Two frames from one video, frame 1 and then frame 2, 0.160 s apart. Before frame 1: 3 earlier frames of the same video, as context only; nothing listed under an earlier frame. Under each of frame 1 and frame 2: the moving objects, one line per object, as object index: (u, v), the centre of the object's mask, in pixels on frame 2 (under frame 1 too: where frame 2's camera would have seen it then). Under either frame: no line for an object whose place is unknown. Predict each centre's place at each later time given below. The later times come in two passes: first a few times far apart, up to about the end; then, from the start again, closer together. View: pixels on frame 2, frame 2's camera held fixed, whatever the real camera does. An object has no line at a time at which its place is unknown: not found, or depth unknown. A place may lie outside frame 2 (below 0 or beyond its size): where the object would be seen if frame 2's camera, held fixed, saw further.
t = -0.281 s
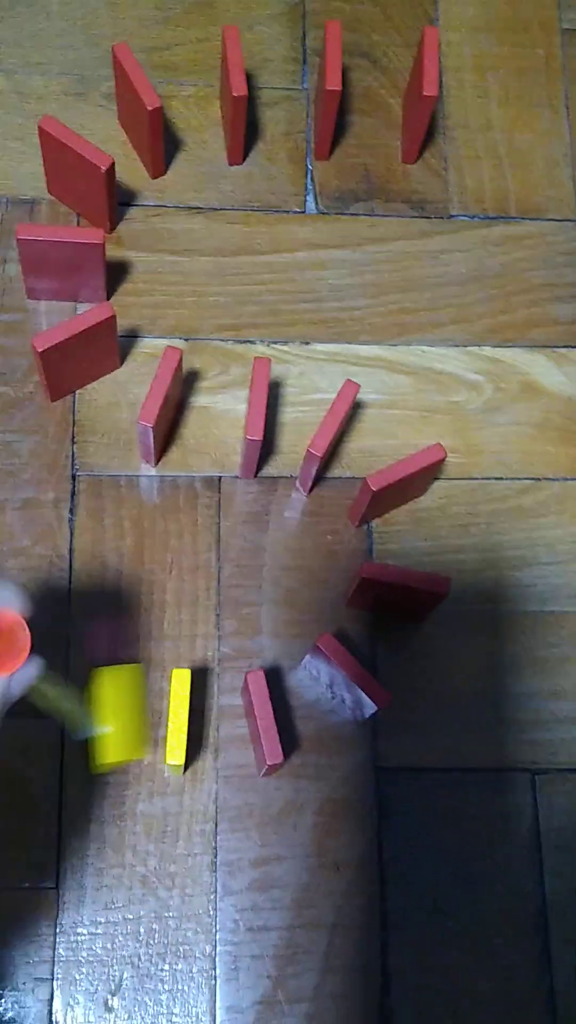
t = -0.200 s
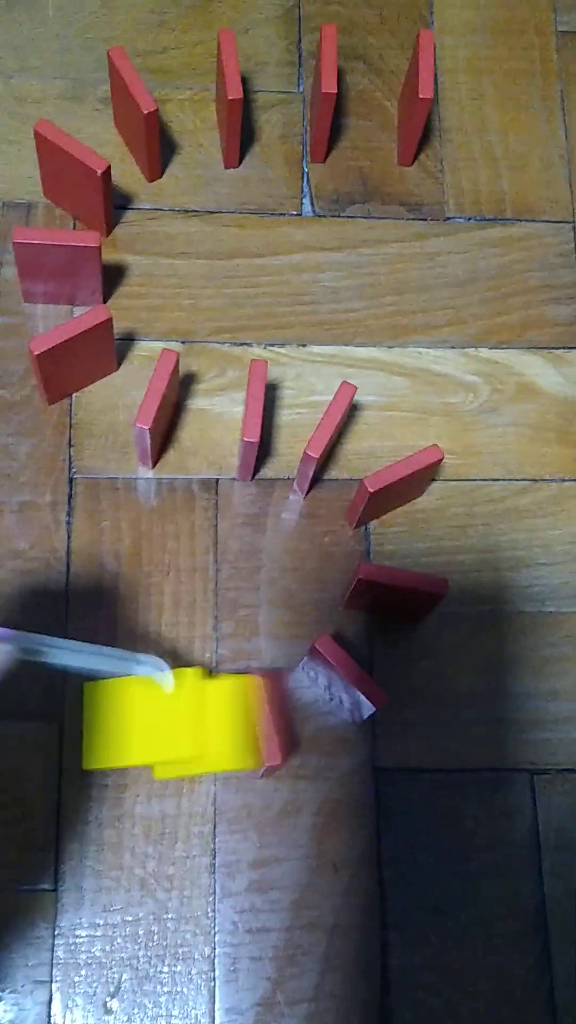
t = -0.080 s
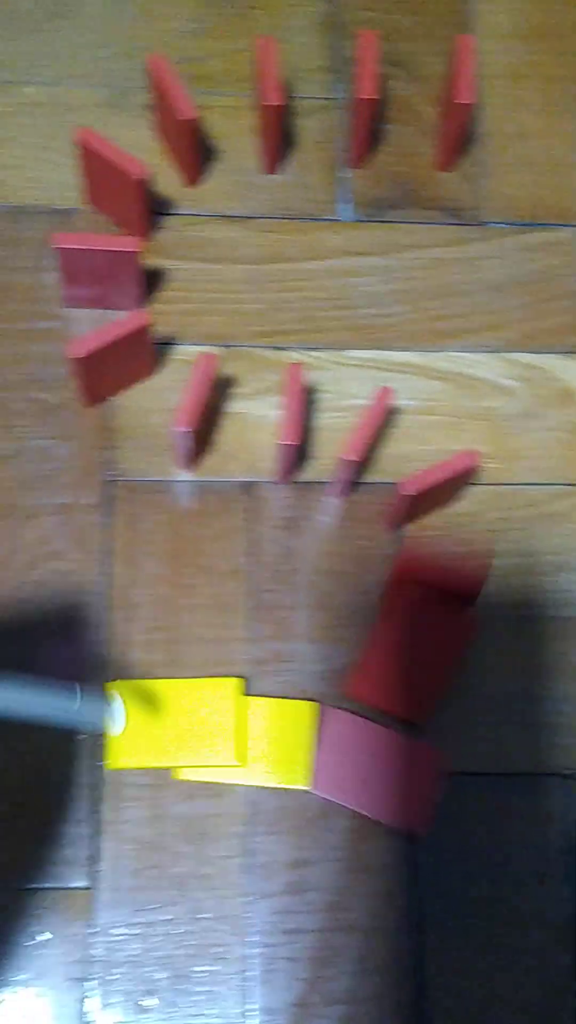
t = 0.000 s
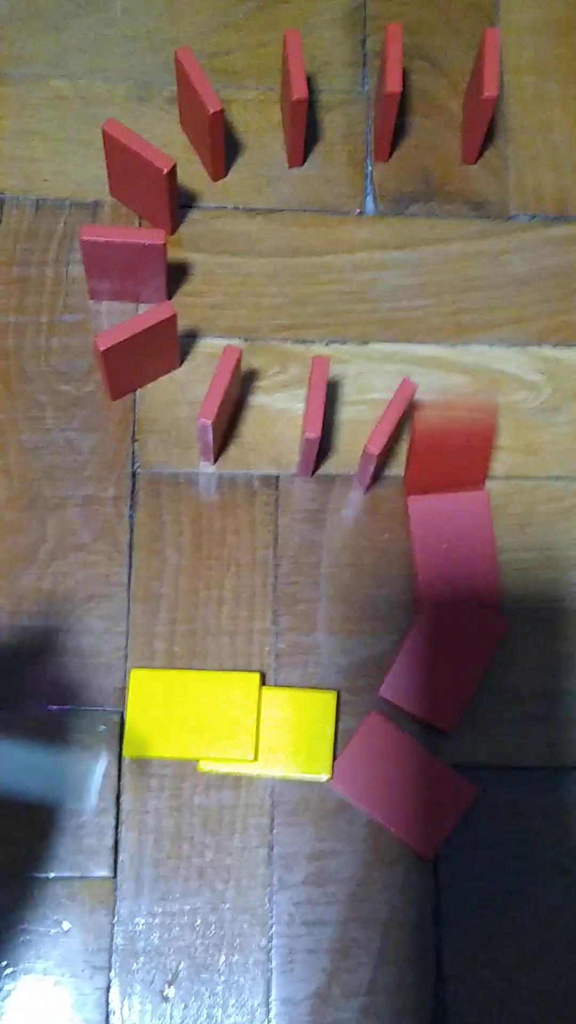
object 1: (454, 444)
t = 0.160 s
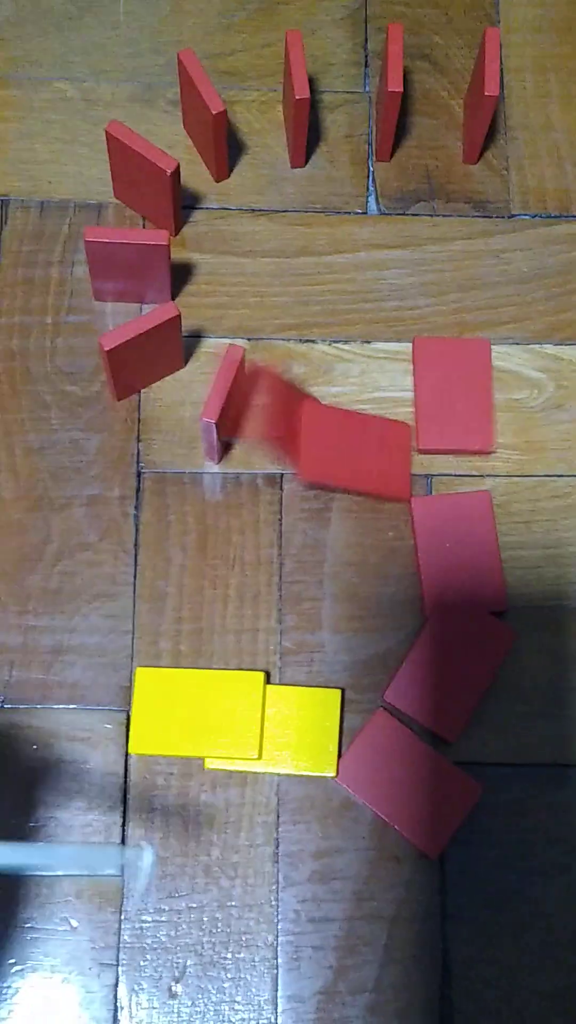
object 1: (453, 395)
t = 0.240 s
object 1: (458, 396)
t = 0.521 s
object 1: (458, 396)
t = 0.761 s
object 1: (458, 395)
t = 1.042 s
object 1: (458, 395)
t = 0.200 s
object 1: (455, 395)
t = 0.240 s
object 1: (458, 396)
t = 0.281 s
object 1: (457, 396)
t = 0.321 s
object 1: (457, 396)
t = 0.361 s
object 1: (457, 396)
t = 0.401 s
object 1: (457, 396)
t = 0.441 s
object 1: (457, 396)
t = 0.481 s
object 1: (458, 396)
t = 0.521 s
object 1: (458, 396)
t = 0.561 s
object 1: (458, 395)
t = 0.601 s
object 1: (458, 396)
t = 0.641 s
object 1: (458, 395)
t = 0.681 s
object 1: (458, 396)
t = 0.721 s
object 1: (458, 396)
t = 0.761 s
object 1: (458, 395)
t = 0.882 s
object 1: (458, 395)
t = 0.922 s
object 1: (457, 395)
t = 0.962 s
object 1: (457, 395)
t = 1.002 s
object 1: (458, 395)
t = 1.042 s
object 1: (458, 395)
